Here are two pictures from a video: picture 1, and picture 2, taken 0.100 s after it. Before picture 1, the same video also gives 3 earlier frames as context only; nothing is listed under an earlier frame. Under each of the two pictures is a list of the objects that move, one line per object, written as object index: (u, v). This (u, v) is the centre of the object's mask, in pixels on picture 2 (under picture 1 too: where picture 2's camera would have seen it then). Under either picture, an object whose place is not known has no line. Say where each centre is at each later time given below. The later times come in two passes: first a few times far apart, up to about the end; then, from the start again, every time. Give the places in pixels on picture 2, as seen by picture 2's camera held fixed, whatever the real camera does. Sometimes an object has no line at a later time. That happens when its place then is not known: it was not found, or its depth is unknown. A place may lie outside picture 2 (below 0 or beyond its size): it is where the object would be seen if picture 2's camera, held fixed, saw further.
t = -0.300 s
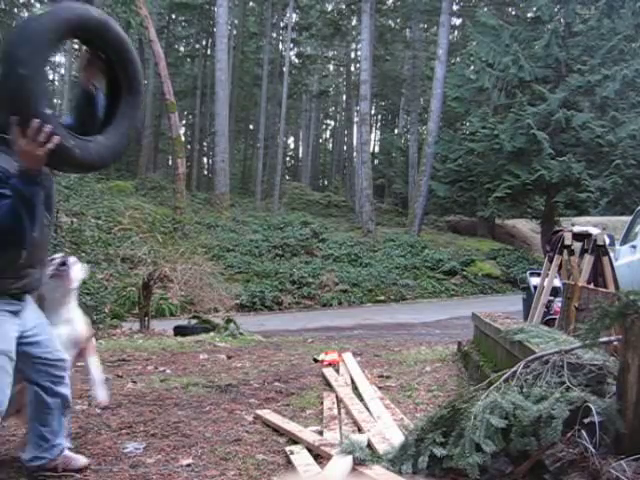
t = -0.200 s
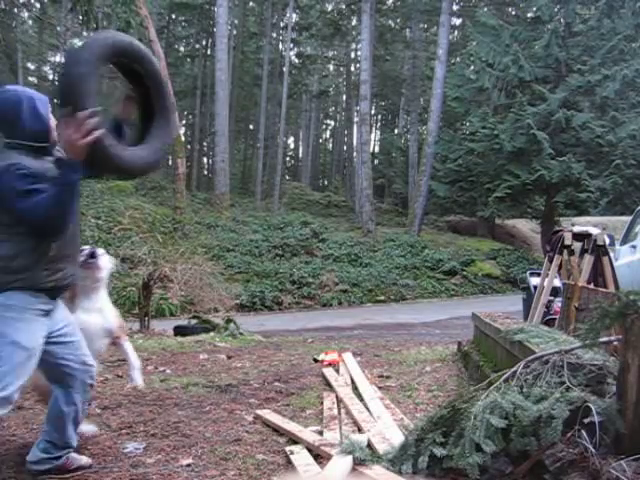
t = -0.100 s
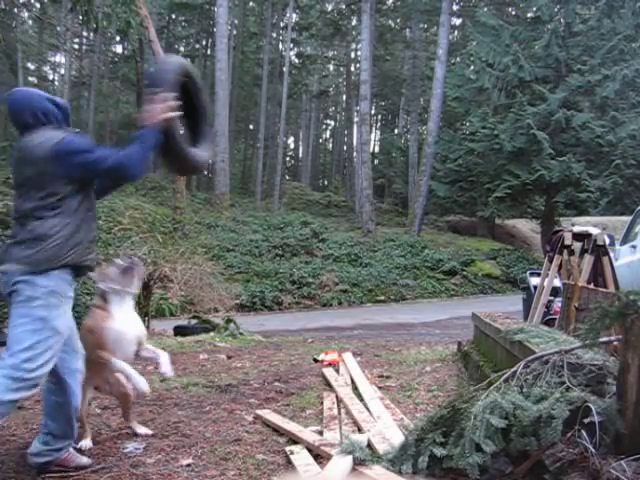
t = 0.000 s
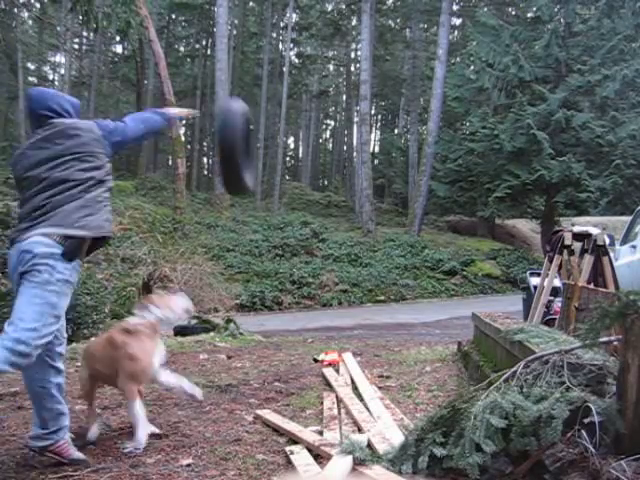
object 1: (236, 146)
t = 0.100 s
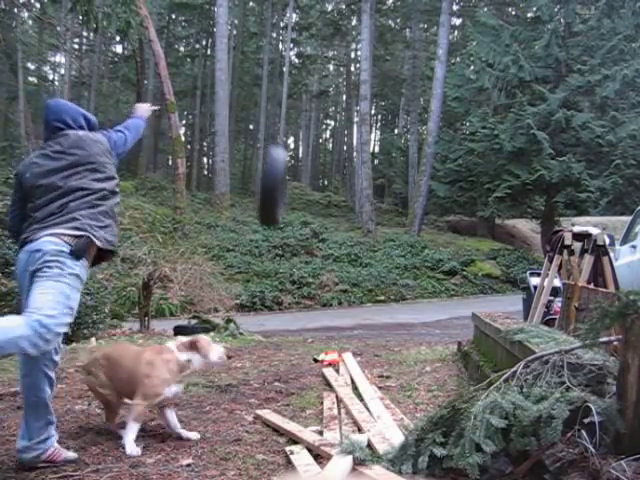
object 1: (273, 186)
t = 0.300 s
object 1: (318, 267)
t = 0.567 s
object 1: (355, 333)
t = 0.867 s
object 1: (394, 325)
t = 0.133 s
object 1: (282, 199)
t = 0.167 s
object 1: (291, 213)
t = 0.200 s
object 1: (300, 226)
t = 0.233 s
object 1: (306, 239)
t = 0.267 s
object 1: (312, 254)
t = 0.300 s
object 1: (318, 267)
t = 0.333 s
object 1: (323, 281)
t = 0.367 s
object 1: (326, 295)
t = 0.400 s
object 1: (331, 308)
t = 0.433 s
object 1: (335, 322)
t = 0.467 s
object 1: (339, 335)
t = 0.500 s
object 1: (342, 339)
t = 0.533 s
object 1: (350, 338)
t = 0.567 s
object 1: (355, 333)
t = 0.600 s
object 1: (360, 329)
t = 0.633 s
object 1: (365, 327)
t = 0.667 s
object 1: (370, 325)
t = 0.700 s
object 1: (374, 323)
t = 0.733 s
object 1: (379, 323)
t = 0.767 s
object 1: (383, 323)
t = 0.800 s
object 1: (387, 324)
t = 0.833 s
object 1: (390, 326)
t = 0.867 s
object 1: (394, 325)
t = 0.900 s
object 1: (398, 325)
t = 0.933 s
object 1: (401, 324)
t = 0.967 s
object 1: (405, 324)
